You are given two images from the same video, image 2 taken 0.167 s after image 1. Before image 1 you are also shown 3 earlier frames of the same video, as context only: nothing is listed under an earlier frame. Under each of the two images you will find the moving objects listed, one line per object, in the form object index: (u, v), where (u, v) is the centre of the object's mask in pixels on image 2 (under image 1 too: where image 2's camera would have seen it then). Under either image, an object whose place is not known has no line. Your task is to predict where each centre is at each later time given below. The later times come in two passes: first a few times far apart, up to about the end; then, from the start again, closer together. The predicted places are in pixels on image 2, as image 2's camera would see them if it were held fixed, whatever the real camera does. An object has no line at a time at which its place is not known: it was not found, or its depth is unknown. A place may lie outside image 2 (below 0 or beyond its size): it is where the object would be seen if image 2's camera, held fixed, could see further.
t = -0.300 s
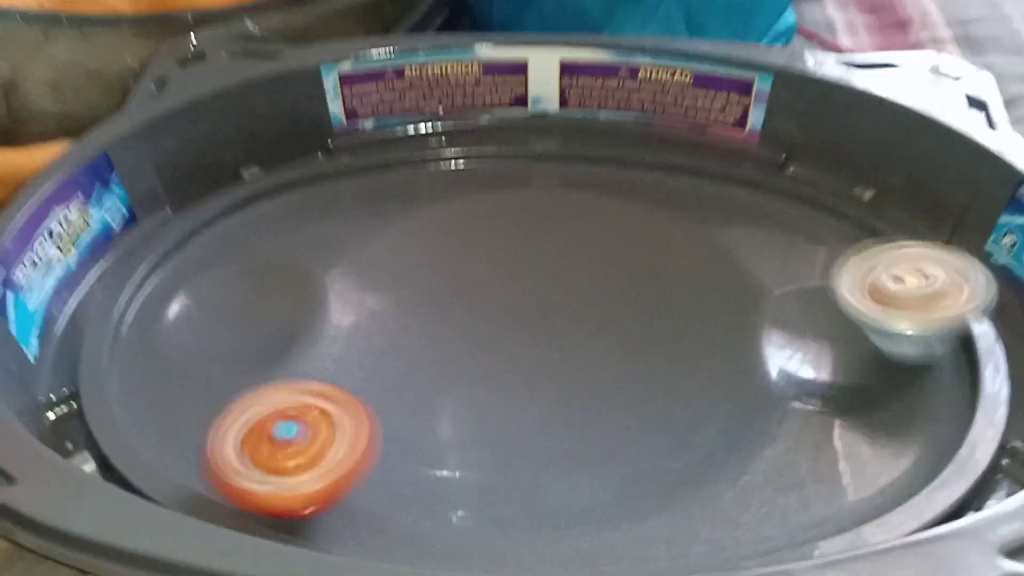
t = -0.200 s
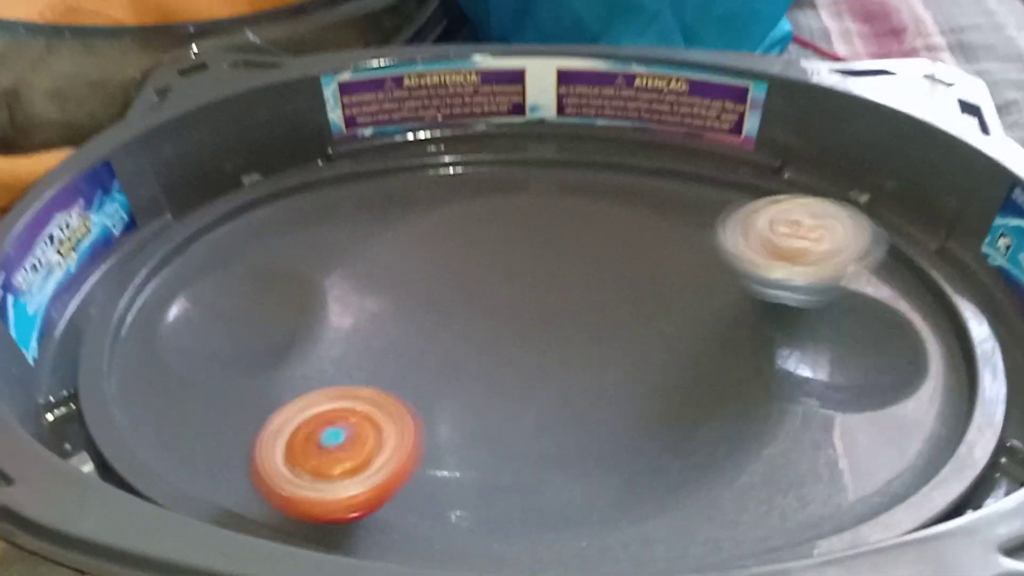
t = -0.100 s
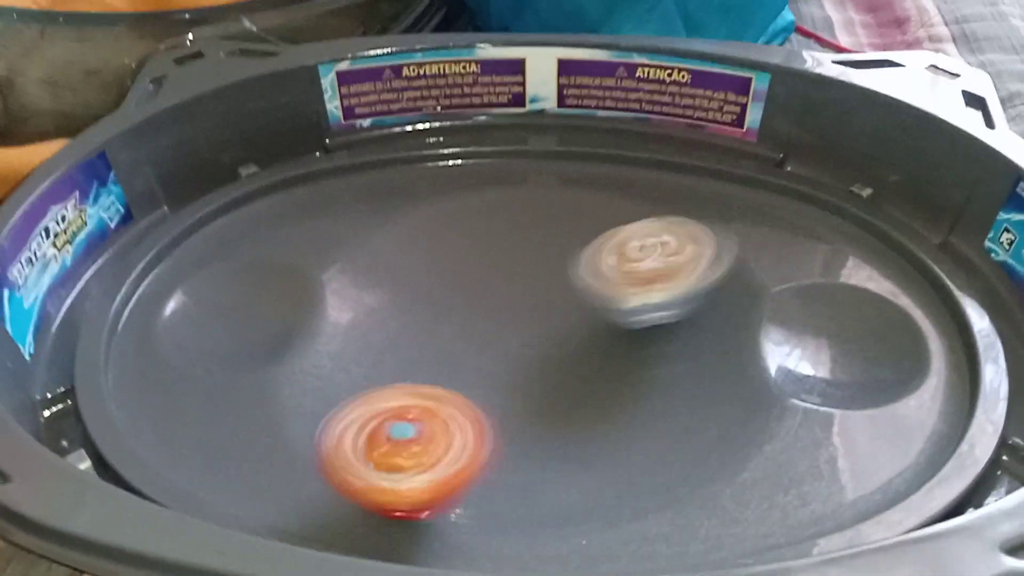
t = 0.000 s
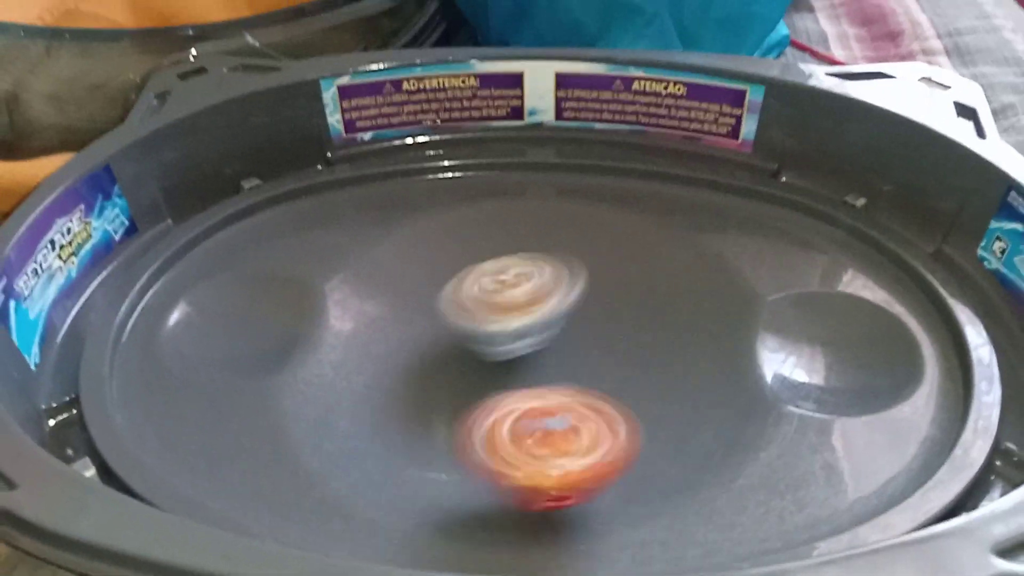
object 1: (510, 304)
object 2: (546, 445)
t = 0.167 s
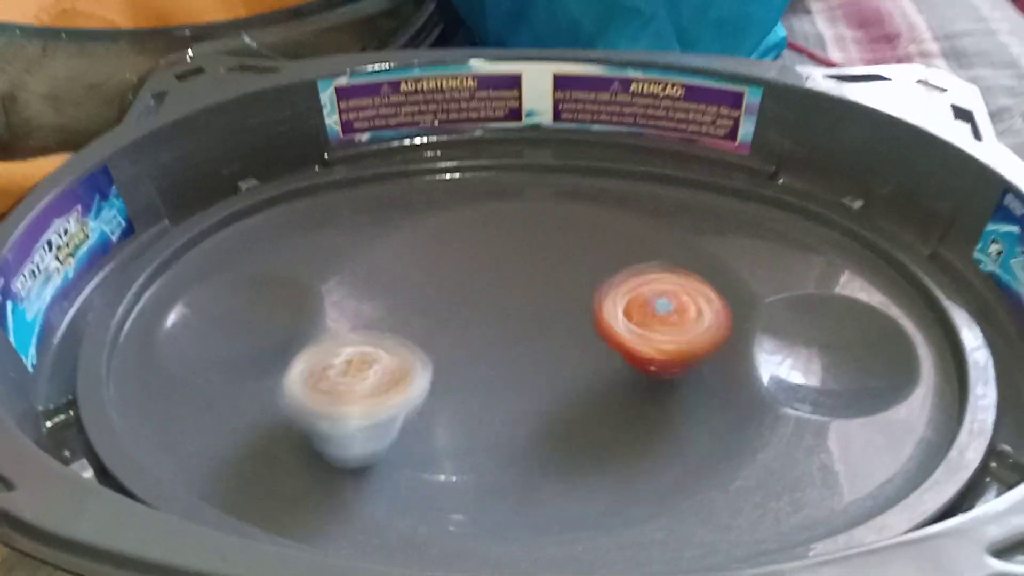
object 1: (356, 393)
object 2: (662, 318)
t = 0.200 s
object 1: (350, 414)
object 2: (646, 291)
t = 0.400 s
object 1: (357, 478)
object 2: (456, 245)
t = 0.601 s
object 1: (289, 464)
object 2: (390, 372)
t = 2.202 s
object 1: (311, 308)
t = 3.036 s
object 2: (373, 284)
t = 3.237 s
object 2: (393, 314)
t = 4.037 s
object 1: (476, 266)
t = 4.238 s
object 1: (473, 273)
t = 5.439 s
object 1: (393, 326)
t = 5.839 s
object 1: (564, 321)
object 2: (428, 380)
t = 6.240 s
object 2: (554, 290)
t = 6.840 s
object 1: (379, 322)
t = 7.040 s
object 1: (445, 299)
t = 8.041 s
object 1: (369, 309)
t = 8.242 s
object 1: (410, 286)
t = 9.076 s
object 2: (580, 278)
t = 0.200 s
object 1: (350, 414)
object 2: (646, 291)
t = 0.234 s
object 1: (355, 436)
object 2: (621, 269)
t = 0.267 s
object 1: (361, 455)
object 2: (590, 253)
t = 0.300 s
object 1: (364, 470)
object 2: (557, 240)
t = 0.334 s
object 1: (361, 482)
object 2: (522, 234)
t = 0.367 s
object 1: (359, 483)
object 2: (490, 237)
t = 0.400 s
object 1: (357, 478)
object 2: (456, 245)
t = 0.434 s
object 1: (350, 476)
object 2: (427, 258)
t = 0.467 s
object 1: (339, 474)
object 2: (401, 275)
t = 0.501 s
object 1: (327, 472)
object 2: (383, 297)
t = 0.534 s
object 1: (314, 470)
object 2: (374, 322)
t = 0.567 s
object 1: (301, 467)
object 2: (376, 348)
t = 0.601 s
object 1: (289, 464)
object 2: (390, 372)
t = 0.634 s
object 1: (280, 461)
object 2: (411, 396)
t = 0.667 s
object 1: (273, 456)
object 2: (437, 415)
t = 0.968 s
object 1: (227, 415)
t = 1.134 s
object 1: (235, 399)
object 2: (567, 283)
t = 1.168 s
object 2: (539, 282)
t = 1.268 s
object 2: (456, 304)
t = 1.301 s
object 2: (434, 317)
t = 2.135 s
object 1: (241, 327)
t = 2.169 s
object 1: (280, 315)
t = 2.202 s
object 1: (311, 308)
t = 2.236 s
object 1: (346, 308)
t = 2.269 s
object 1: (378, 312)
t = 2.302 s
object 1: (414, 317)
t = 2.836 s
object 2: (471, 337)
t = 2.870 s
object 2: (451, 323)
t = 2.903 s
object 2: (428, 310)
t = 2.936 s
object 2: (409, 300)
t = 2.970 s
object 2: (392, 291)
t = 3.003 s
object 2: (381, 286)
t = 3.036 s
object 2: (373, 284)
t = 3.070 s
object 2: (366, 283)
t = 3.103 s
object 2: (363, 285)
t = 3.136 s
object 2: (365, 289)
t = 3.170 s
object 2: (370, 295)
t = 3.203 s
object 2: (379, 304)
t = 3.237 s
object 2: (393, 314)
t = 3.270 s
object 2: (408, 323)
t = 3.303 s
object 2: (428, 325)
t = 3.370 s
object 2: (472, 329)
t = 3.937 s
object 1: (488, 296)
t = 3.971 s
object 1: (482, 284)
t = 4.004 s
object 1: (478, 273)
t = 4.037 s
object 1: (476, 266)
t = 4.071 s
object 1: (472, 260)
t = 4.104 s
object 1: (470, 257)
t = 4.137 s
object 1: (469, 256)
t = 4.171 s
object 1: (469, 259)
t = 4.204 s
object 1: (470, 265)
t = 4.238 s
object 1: (473, 273)
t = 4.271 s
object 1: (477, 281)
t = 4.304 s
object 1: (482, 292)
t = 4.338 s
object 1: (492, 305)
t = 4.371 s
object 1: (502, 318)
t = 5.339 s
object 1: (394, 345)
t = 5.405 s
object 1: (391, 331)
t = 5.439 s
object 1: (393, 326)
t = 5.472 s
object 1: (399, 322)
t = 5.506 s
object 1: (406, 318)
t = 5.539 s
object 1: (417, 315)
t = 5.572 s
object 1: (427, 313)
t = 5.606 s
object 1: (442, 313)
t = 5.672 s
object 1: (474, 314)
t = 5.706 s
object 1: (492, 314)
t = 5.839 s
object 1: (564, 321)
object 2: (428, 380)
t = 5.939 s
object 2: (455, 351)
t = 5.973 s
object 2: (466, 340)
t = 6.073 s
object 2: (503, 312)
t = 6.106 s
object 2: (515, 304)
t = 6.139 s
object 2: (526, 298)
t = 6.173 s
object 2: (537, 292)
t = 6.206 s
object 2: (546, 290)
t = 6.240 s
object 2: (554, 290)
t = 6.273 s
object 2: (558, 291)
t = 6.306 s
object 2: (563, 292)
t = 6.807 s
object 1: (375, 329)
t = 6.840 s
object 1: (379, 322)
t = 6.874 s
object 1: (382, 315)
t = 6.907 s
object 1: (391, 310)
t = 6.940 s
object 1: (401, 306)
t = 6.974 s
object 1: (414, 304)
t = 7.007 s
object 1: (427, 302)
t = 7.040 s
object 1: (445, 299)
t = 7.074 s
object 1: (465, 299)
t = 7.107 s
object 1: (489, 302)
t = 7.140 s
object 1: (515, 308)
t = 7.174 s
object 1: (538, 315)
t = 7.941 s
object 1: (396, 348)
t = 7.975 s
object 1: (380, 333)
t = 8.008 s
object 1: (372, 321)
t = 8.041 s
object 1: (369, 309)
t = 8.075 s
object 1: (368, 298)
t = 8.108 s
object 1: (370, 291)
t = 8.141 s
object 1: (378, 287)
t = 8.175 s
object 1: (386, 286)
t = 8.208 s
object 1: (394, 286)
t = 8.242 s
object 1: (410, 286)
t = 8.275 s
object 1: (429, 289)
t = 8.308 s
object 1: (454, 296)
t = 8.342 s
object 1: (484, 301)
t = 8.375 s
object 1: (518, 313)
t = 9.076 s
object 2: (580, 278)
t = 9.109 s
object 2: (583, 277)
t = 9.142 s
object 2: (582, 279)
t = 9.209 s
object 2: (574, 288)
